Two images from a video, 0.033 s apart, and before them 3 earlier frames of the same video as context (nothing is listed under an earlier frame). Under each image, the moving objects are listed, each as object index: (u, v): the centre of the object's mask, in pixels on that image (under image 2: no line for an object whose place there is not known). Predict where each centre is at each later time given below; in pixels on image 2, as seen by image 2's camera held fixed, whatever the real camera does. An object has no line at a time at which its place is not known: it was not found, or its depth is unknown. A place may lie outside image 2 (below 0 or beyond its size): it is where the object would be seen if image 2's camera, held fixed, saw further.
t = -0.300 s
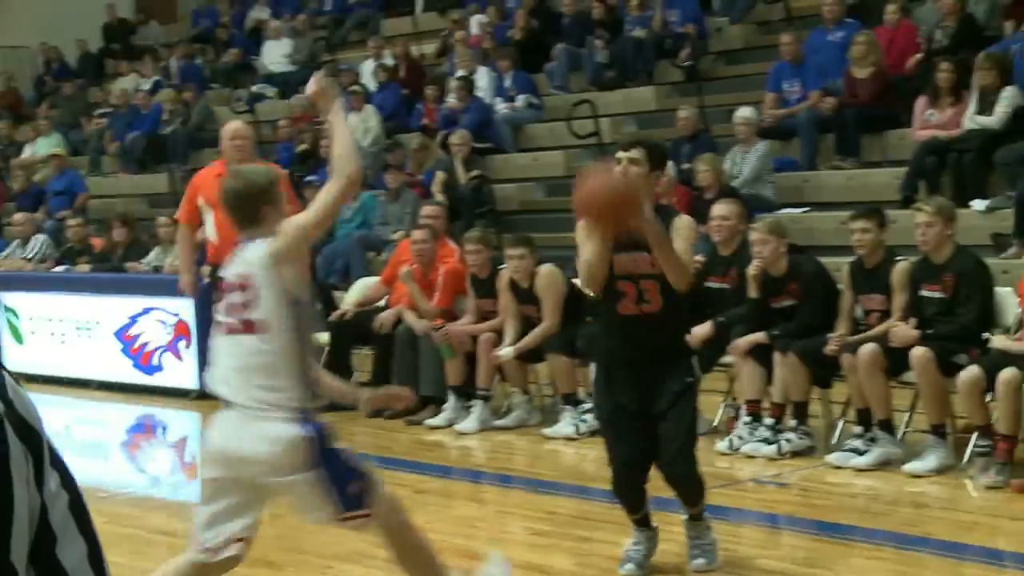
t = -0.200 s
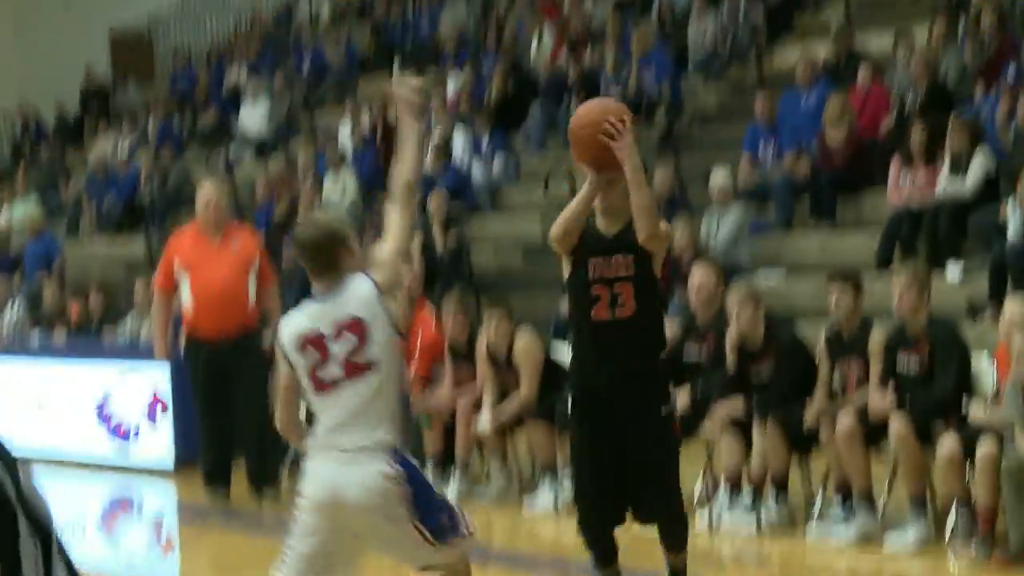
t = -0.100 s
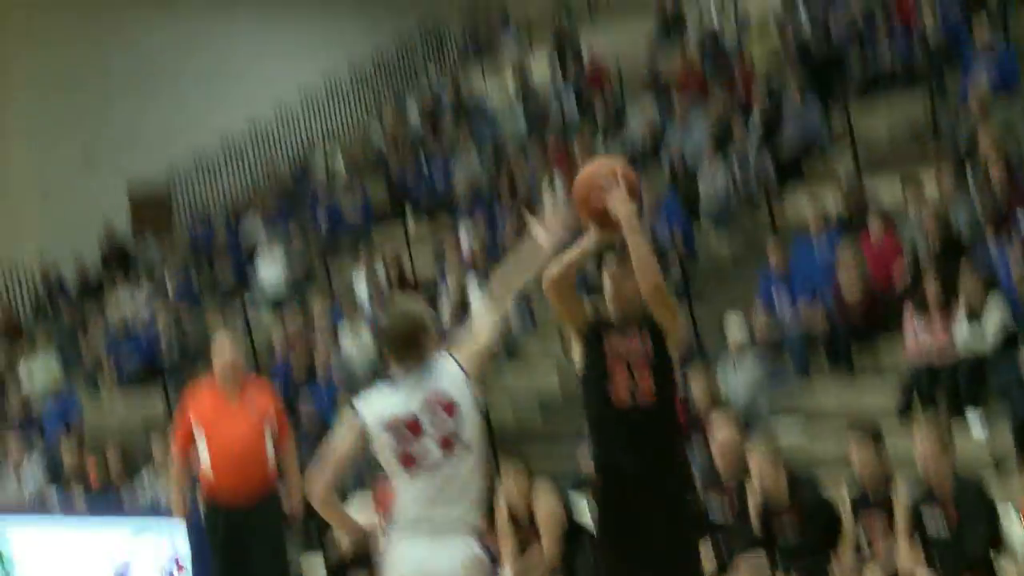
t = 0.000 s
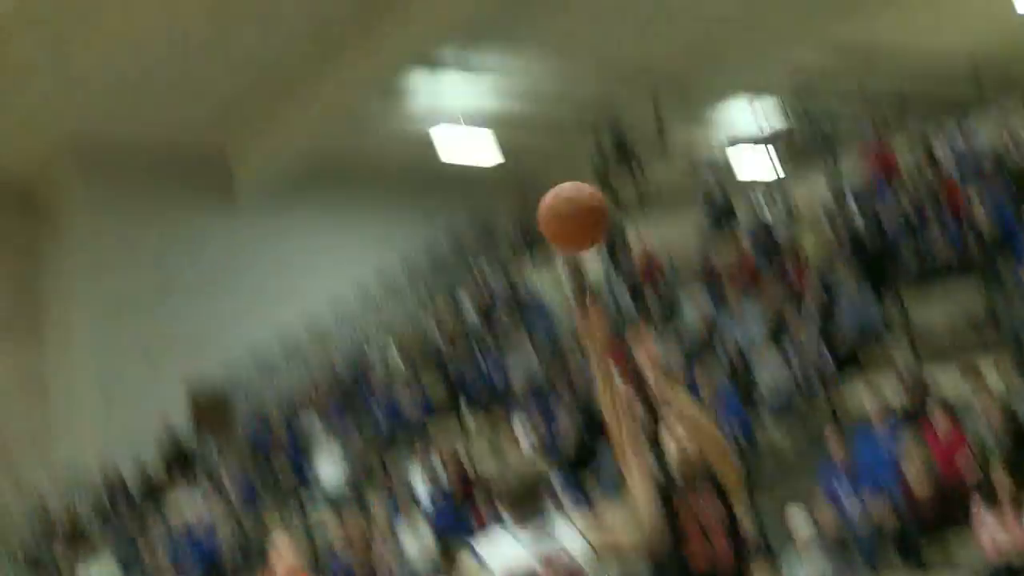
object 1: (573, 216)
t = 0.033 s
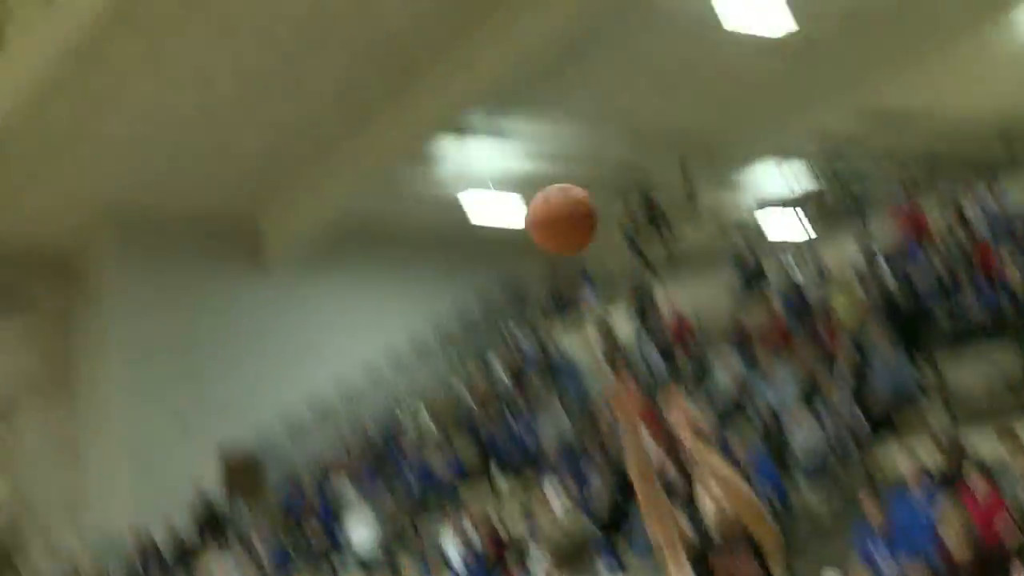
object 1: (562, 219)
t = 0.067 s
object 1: (520, 160)
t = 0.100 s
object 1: (477, 102)
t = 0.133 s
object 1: (432, 44)
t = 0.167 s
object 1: (387, -13)
